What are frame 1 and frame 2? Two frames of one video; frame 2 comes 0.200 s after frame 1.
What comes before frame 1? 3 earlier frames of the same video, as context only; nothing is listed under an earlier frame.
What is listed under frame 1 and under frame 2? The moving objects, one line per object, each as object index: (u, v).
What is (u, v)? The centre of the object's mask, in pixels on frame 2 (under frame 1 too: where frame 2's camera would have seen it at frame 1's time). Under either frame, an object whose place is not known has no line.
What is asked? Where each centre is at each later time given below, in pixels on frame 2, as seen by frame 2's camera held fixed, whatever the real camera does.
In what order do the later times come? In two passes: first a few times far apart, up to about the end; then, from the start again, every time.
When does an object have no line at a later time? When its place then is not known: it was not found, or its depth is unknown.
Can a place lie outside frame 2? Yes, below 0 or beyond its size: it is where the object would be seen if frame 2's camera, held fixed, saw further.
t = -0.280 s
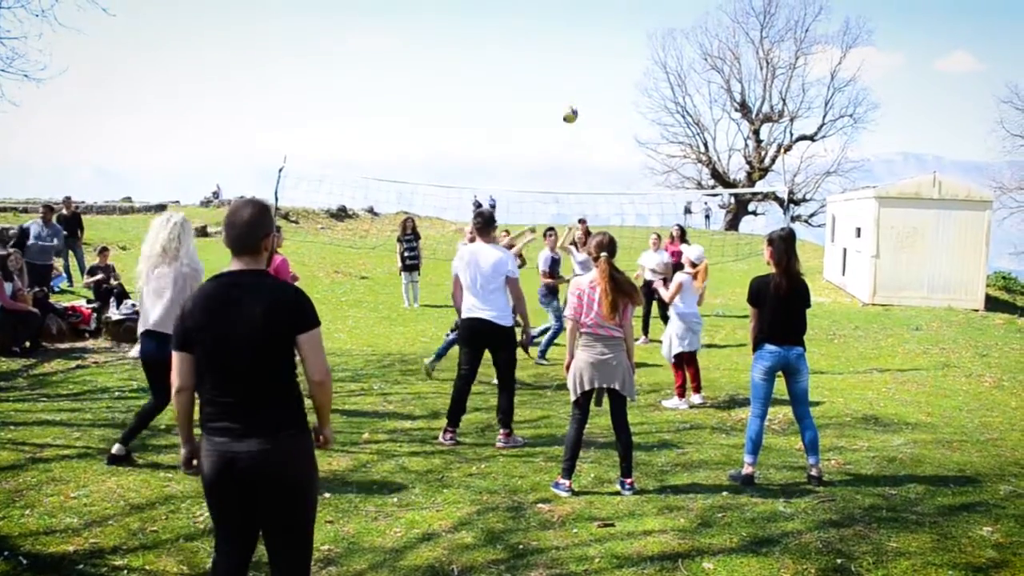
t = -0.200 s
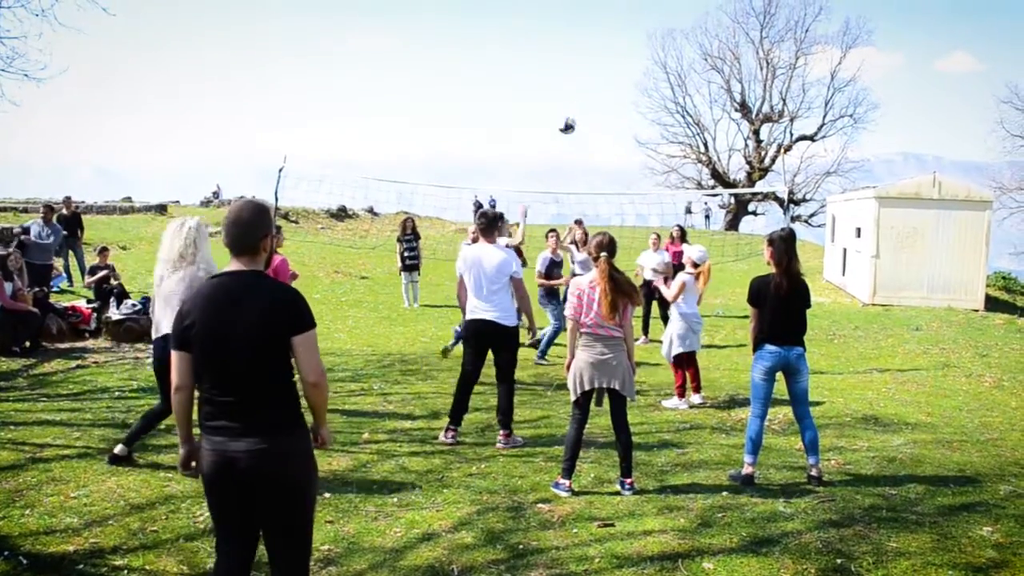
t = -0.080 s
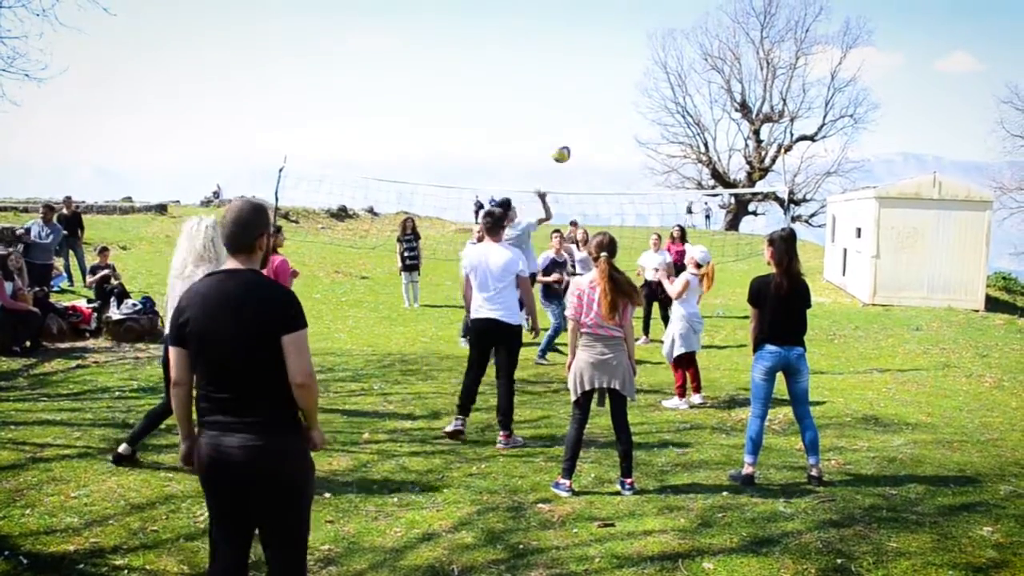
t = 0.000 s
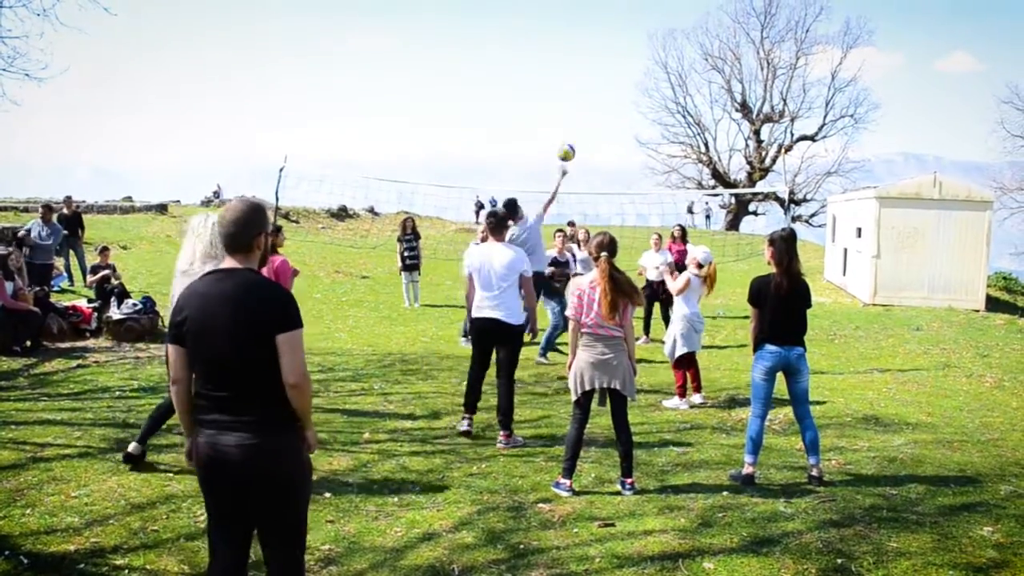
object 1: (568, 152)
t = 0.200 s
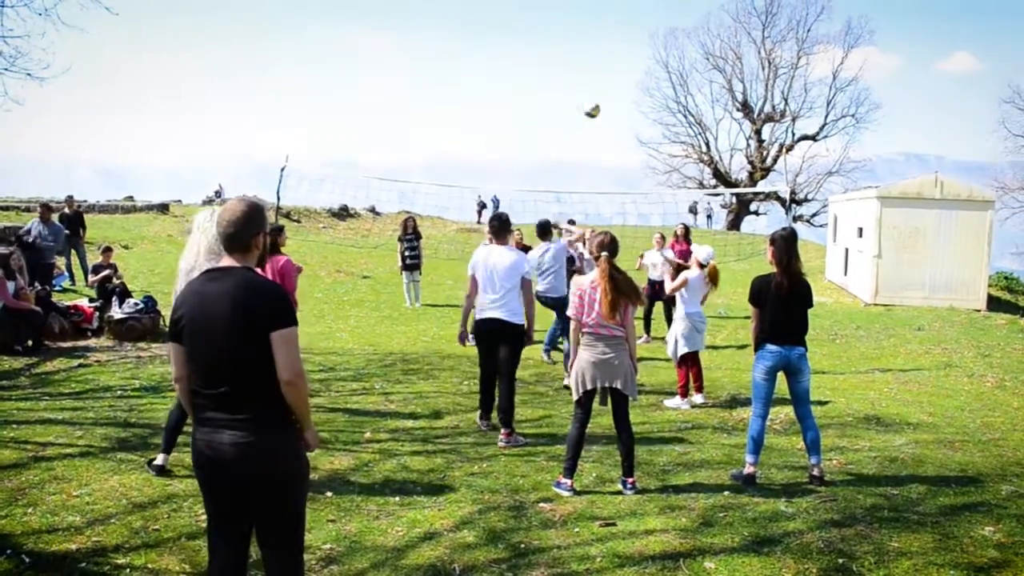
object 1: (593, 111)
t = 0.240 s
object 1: (596, 108)
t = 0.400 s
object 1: (608, 106)
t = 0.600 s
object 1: (618, 127)
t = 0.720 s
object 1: (623, 149)
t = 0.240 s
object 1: (596, 108)
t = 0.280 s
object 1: (600, 106)
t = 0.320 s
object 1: (603, 104)
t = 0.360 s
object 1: (605, 105)
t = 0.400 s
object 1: (608, 106)
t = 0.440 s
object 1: (610, 108)
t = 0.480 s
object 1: (613, 112)
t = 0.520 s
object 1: (615, 116)
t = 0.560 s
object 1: (616, 122)
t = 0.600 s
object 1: (618, 127)
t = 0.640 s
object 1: (620, 134)
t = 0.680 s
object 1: (621, 141)
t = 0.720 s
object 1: (623, 149)
